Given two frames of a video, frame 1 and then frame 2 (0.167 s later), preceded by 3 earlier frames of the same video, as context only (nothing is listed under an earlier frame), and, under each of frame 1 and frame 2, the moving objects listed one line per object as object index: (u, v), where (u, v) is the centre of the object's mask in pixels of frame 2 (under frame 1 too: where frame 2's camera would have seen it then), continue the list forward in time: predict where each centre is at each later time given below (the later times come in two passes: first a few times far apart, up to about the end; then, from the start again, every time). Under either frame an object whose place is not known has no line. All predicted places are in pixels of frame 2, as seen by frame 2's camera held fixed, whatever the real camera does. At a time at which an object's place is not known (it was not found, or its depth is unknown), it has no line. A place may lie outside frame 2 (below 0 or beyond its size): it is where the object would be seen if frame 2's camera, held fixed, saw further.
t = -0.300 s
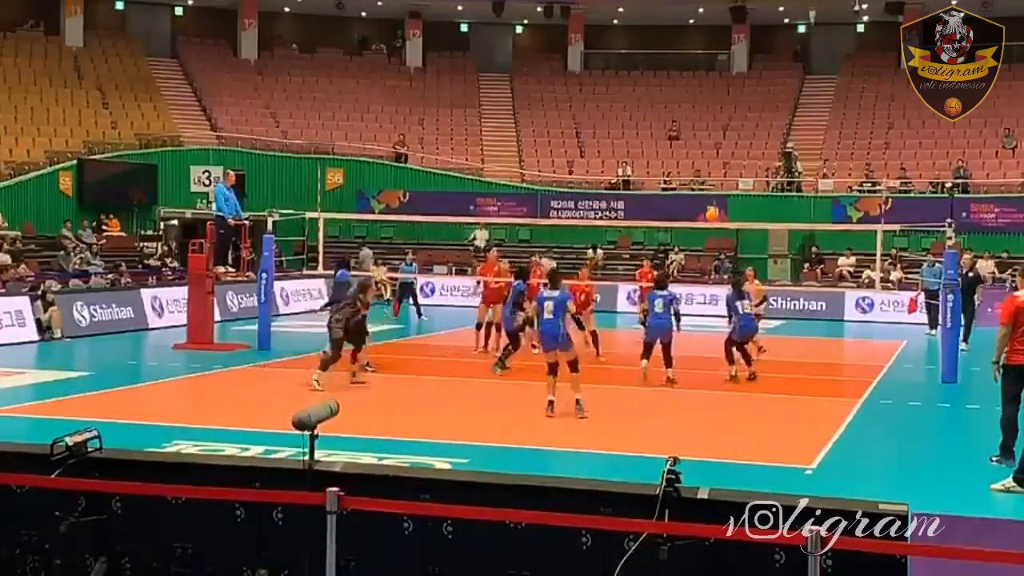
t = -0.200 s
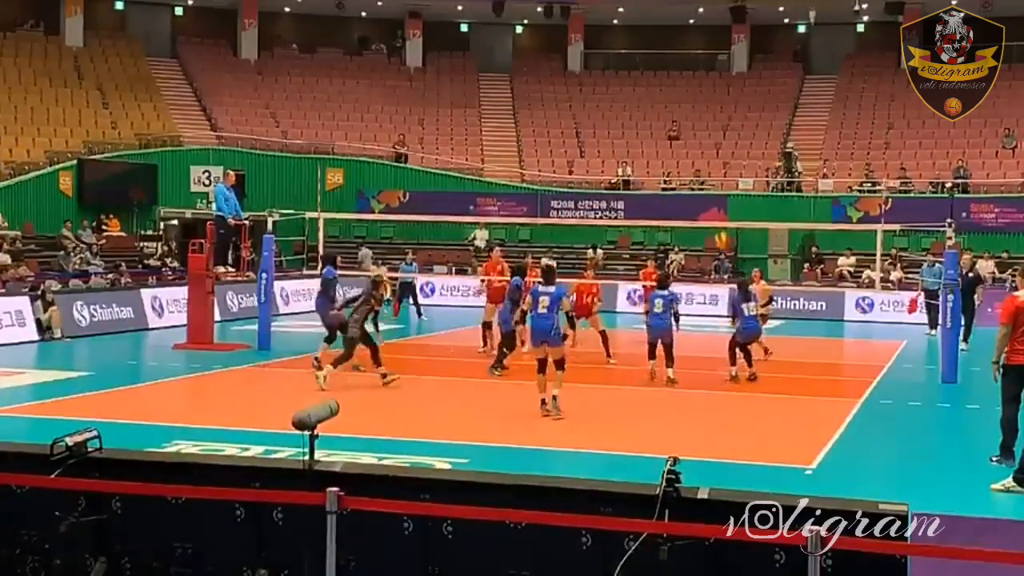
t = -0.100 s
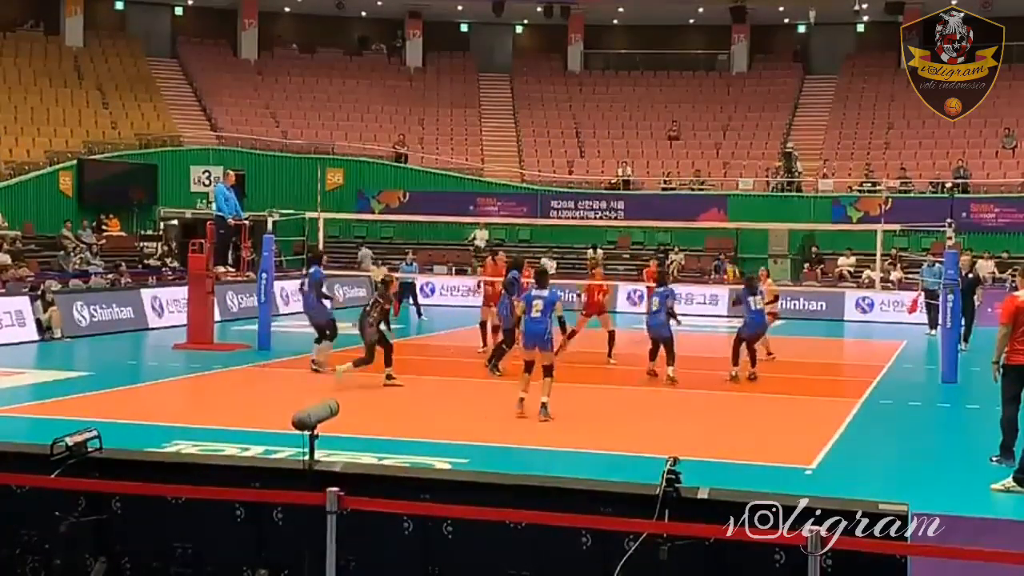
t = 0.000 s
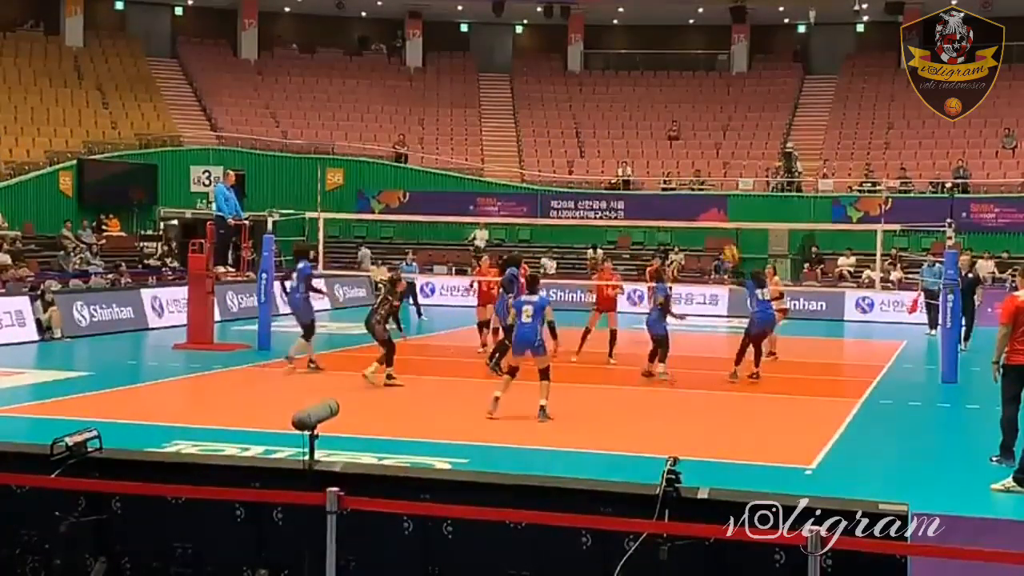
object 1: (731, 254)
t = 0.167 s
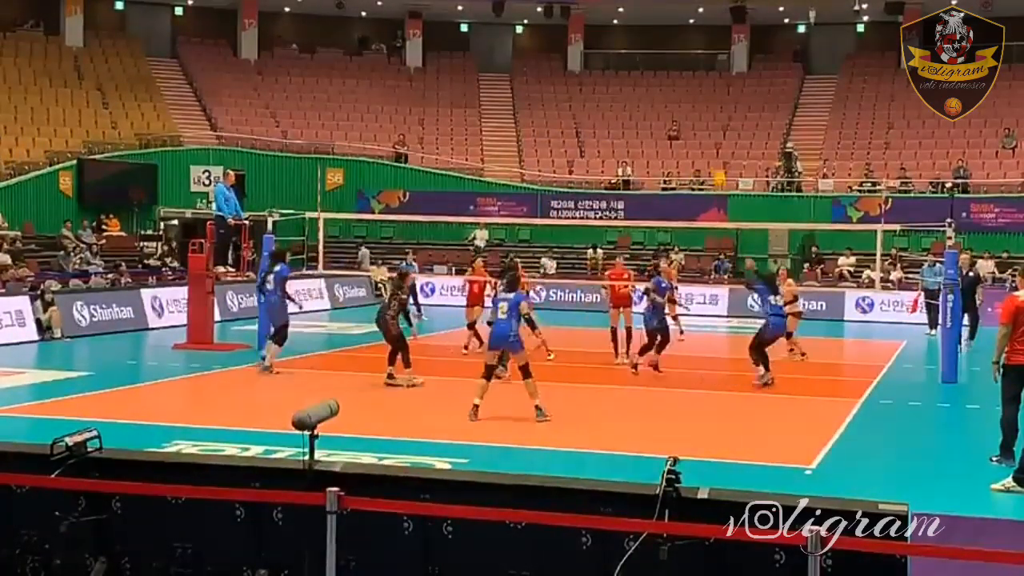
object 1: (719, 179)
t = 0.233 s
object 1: (714, 155)
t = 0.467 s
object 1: (697, 99)
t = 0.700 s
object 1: (679, 82)
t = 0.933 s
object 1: (661, 100)
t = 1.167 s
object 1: (643, 152)
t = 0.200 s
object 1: (716, 166)
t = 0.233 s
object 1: (714, 155)
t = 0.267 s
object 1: (711, 145)
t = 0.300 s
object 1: (709, 135)
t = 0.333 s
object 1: (706, 127)
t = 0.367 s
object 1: (705, 119)
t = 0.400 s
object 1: (701, 111)
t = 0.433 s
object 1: (700, 105)
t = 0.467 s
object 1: (697, 99)
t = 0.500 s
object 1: (694, 95)
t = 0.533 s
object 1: (692, 91)
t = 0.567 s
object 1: (688, 88)
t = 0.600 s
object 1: (686, 85)
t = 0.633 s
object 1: (684, 84)
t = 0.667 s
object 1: (681, 83)
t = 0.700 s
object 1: (679, 82)
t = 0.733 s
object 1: (676, 83)
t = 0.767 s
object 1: (673, 84)
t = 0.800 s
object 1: (670, 86)
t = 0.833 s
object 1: (668, 88)
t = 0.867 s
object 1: (666, 92)
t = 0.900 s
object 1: (663, 96)
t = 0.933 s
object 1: (661, 100)
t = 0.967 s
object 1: (658, 105)
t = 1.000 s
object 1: (656, 112)
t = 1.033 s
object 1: (653, 119)
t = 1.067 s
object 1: (651, 127)
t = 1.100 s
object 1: (648, 135)
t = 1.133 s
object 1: (646, 143)
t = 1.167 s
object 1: (643, 152)
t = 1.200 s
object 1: (641, 161)
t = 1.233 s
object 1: (638, 174)
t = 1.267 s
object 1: (635, 186)
